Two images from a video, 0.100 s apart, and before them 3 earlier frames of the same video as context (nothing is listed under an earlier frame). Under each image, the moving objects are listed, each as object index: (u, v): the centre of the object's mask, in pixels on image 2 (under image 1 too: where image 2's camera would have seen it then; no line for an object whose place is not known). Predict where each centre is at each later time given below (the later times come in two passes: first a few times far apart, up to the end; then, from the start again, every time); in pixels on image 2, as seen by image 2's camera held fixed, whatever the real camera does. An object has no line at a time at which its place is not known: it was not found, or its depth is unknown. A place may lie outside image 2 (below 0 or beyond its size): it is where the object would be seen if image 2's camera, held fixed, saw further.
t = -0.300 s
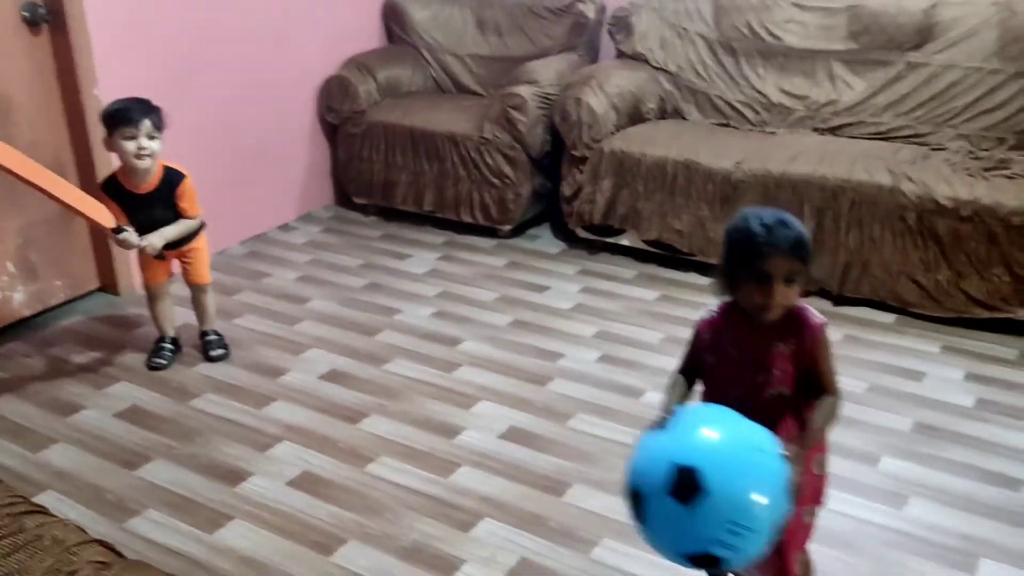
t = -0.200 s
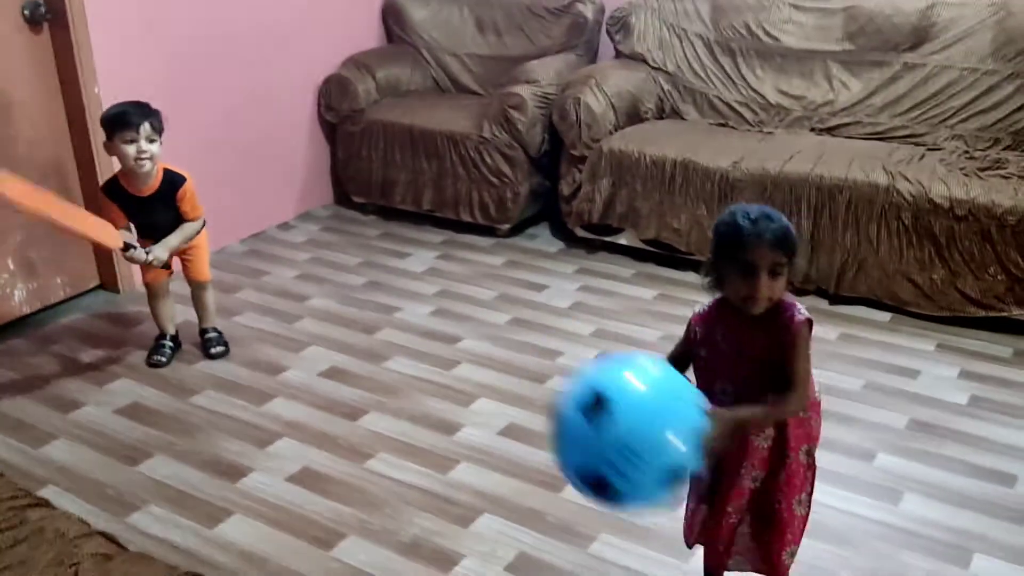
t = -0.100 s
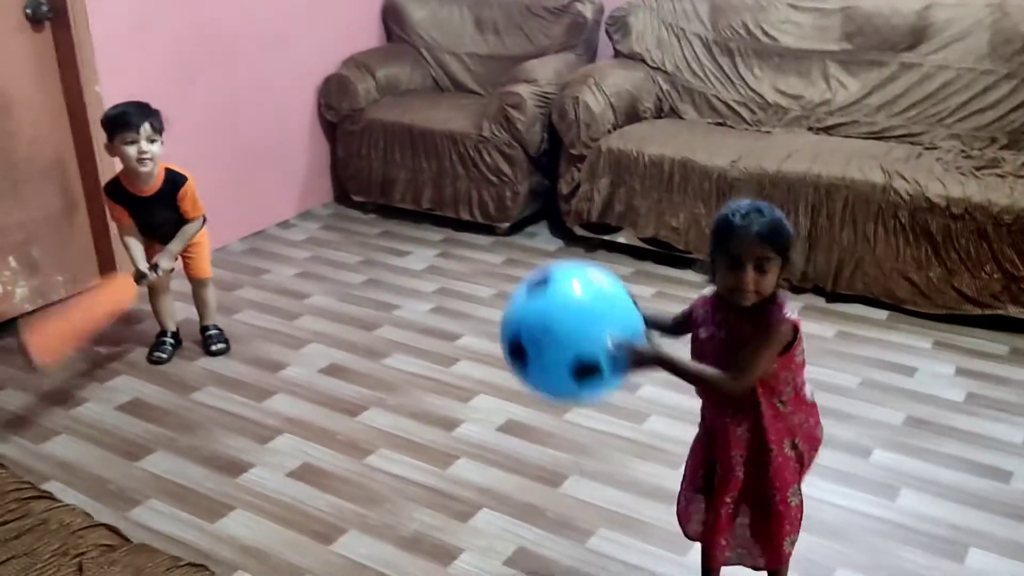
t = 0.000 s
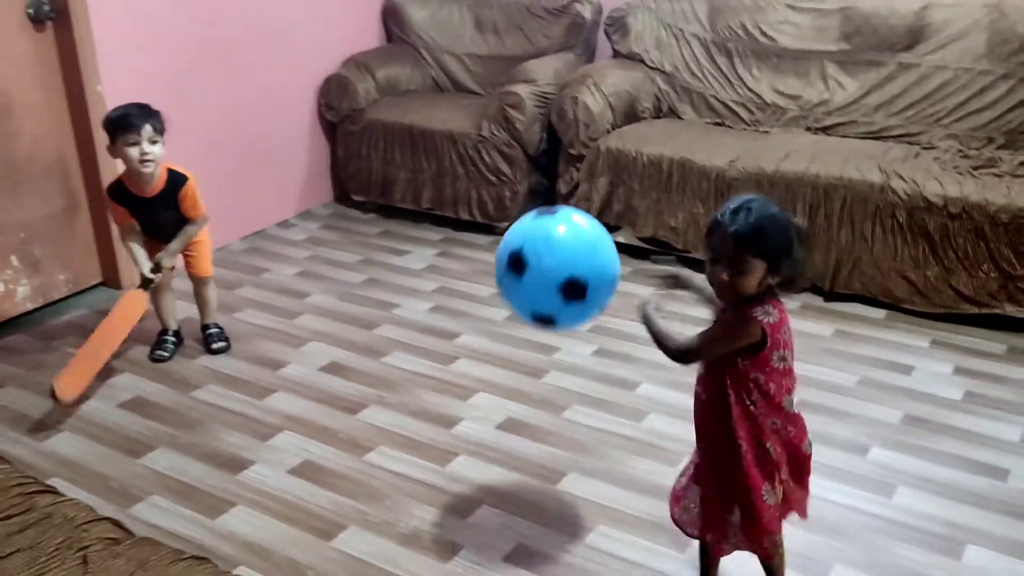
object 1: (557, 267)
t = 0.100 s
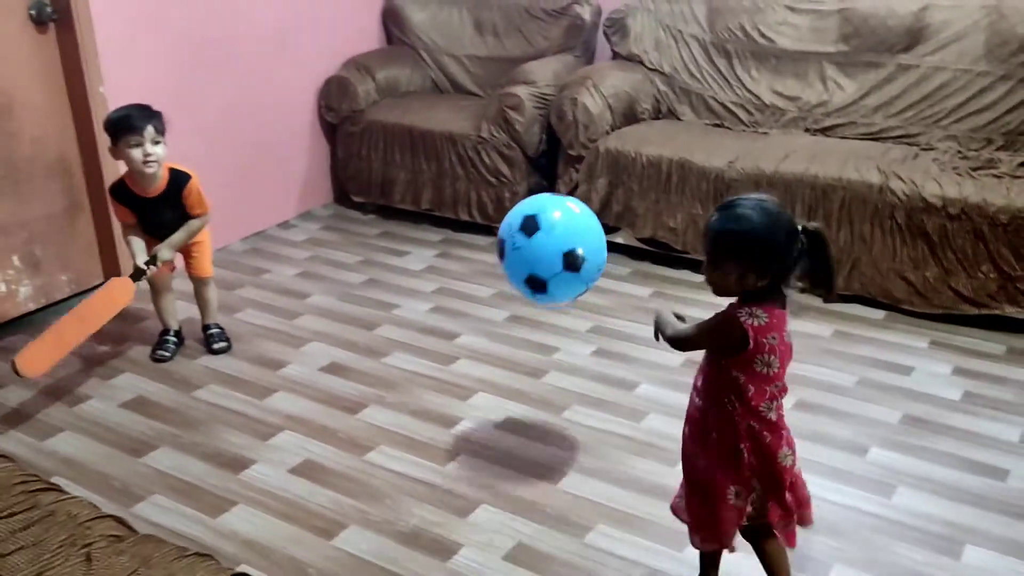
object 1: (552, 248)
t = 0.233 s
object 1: (558, 265)
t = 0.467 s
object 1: (573, 283)
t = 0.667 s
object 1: (585, 225)
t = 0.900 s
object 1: (600, 245)
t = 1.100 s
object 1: (610, 235)
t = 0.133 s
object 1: (552, 249)
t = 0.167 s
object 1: (553, 252)
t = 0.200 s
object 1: (556, 257)
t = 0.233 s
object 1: (558, 265)
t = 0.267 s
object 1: (560, 276)
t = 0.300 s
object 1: (563, 288)
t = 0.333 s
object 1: (565, 303)
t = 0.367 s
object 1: (567, 320)
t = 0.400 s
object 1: (569, 323)
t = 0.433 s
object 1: (571, 303)
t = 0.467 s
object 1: (573, 283)
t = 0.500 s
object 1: (575, 268)
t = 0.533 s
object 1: (577, 255)
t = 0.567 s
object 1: (579, 244)
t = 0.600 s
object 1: (581, 236)
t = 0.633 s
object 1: (583, 230)
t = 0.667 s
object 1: (585, 225)
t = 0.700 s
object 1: (587, 223)
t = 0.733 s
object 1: (589, 222)
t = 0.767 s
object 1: (592, 223)
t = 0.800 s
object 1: (594, 226)
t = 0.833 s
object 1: (596, 230)
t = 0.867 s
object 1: (598, 237)
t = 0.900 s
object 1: (600, 245)
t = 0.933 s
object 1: (602, 254)
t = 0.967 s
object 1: (604, 267)
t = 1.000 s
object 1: (605, 267)
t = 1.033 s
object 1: (607, 254)
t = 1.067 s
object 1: (609, 244)
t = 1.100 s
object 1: (610, 235)
